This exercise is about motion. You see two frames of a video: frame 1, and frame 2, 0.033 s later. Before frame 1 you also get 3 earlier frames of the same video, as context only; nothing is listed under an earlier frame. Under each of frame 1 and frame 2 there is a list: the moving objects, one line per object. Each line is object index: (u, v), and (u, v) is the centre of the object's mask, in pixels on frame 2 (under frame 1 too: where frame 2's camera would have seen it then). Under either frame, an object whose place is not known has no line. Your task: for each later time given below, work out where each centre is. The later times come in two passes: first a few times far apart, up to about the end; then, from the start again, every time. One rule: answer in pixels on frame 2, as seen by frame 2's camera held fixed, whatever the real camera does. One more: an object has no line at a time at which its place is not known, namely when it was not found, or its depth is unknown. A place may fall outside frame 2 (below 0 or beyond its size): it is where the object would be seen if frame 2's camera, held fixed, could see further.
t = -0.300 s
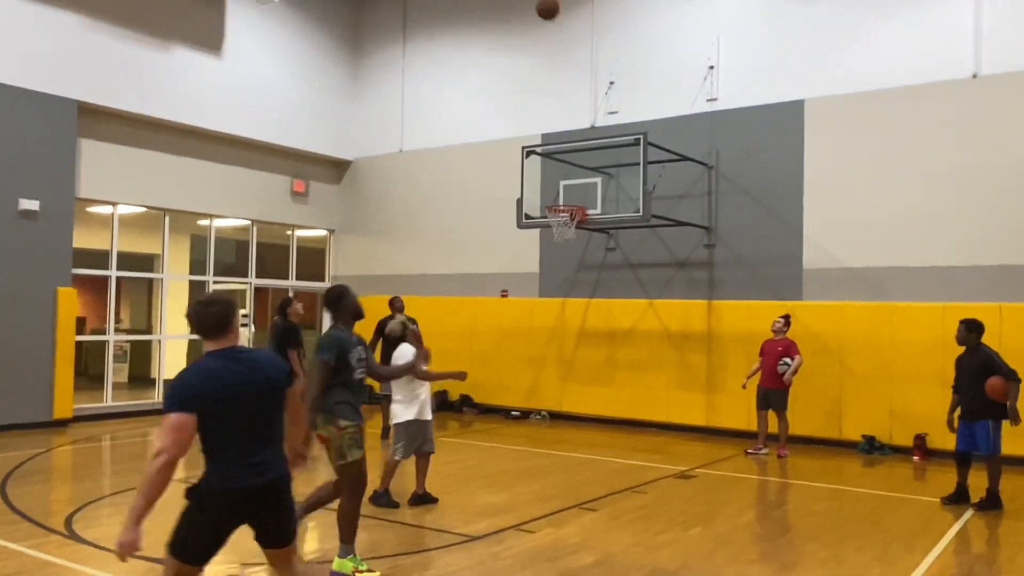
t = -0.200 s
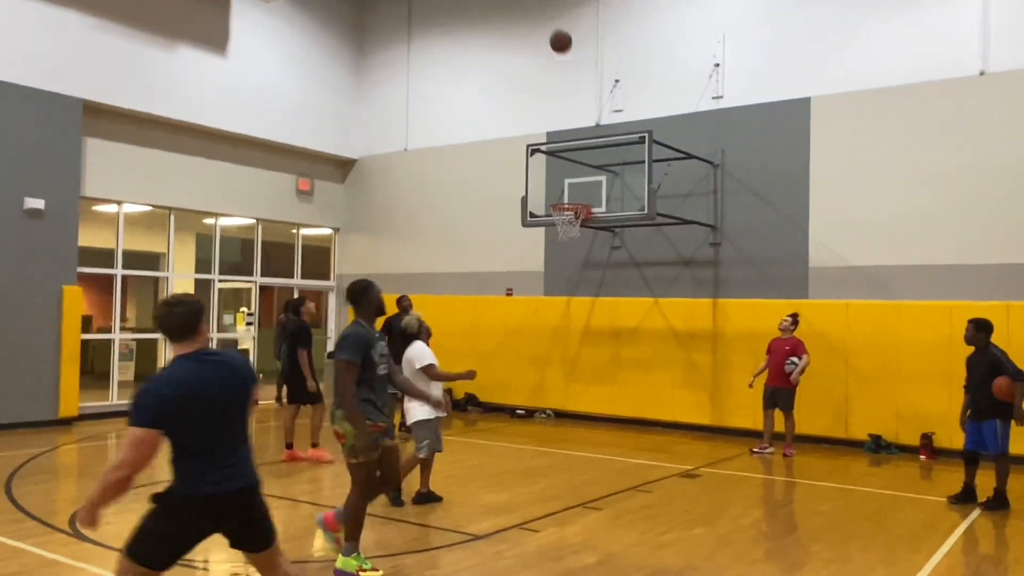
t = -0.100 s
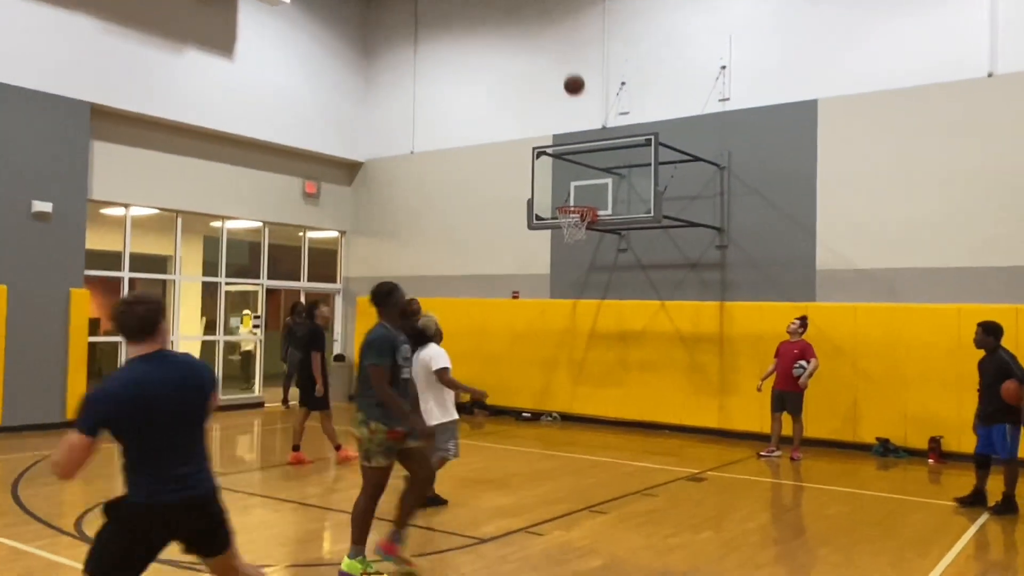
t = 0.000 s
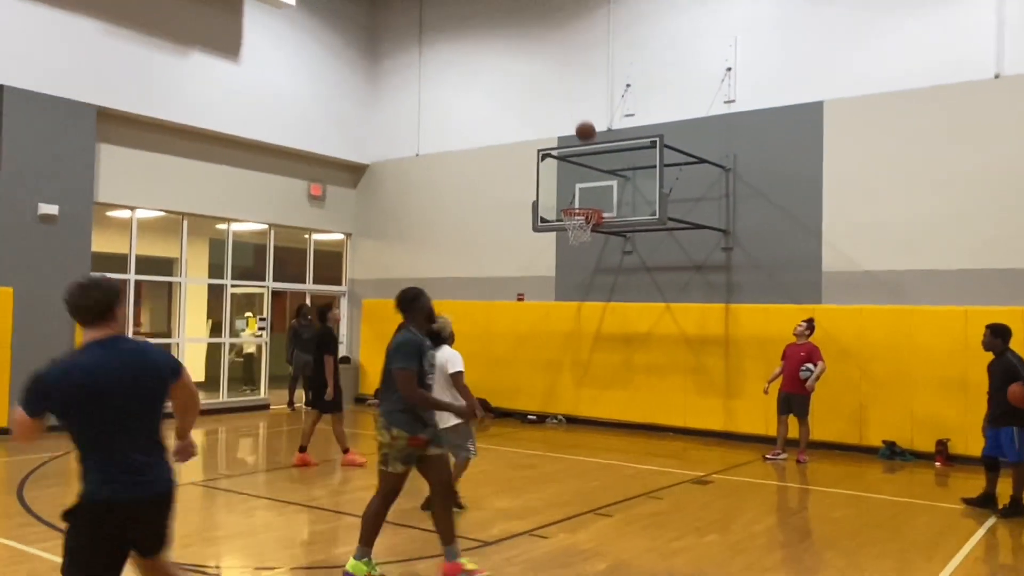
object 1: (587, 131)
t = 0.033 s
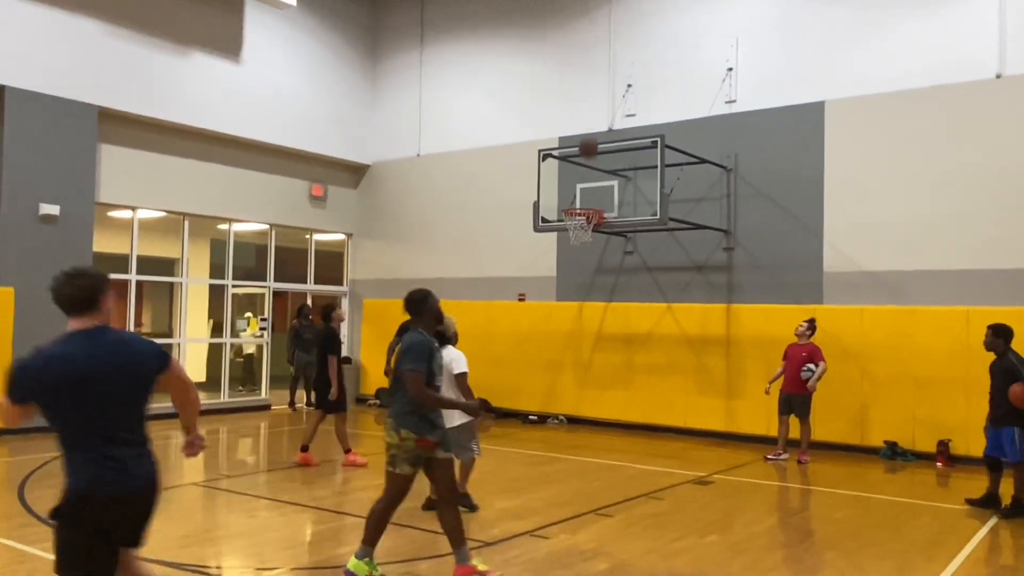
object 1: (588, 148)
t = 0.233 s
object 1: (579, 179)
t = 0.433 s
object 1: (535, 126)
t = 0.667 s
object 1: (487, 107)
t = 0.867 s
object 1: (446, 123)
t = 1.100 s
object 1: (399, 177)
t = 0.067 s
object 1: (590, 163)
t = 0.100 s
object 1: (592, 179)
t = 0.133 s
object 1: (594, 196)
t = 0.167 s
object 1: (592, 201)
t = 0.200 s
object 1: (586, 190)
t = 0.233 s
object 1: (579, 179)
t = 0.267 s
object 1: (571, 167)
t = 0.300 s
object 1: (563, 157)
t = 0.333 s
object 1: (557, 149)
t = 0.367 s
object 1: (550, 140)
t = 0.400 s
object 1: (543, 133)
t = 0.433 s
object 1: (535, 126)
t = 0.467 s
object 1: (528, 121)
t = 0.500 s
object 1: (521, 117)
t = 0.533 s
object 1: (515, 113)
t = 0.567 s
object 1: (508, 110)
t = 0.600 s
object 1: (501, 108)
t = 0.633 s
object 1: (494, 107)
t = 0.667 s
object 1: (487, 107)
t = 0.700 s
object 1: (480, 108)
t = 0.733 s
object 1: (473, 109)
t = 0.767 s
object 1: (466, 111)
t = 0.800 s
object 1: (460, 114)
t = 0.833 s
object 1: (453, 118)
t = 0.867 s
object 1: (446, 123)
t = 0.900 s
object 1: (439, 128)
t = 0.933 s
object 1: (432, 135)
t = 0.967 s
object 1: (426, 142)
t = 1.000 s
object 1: (419, 149)
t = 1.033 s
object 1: (413, 158)
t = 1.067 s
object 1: (406, 167)
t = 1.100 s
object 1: (399, 177)
